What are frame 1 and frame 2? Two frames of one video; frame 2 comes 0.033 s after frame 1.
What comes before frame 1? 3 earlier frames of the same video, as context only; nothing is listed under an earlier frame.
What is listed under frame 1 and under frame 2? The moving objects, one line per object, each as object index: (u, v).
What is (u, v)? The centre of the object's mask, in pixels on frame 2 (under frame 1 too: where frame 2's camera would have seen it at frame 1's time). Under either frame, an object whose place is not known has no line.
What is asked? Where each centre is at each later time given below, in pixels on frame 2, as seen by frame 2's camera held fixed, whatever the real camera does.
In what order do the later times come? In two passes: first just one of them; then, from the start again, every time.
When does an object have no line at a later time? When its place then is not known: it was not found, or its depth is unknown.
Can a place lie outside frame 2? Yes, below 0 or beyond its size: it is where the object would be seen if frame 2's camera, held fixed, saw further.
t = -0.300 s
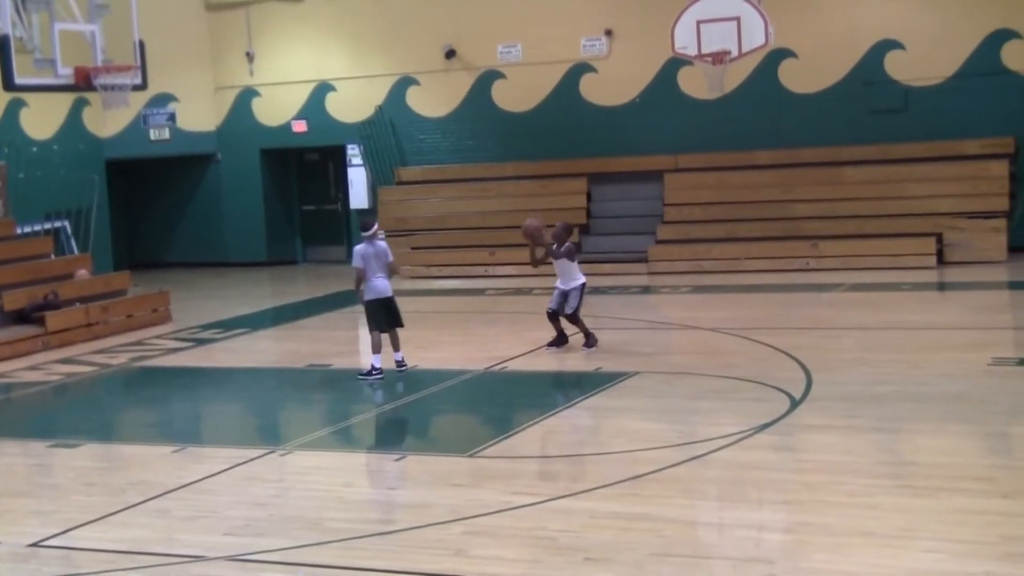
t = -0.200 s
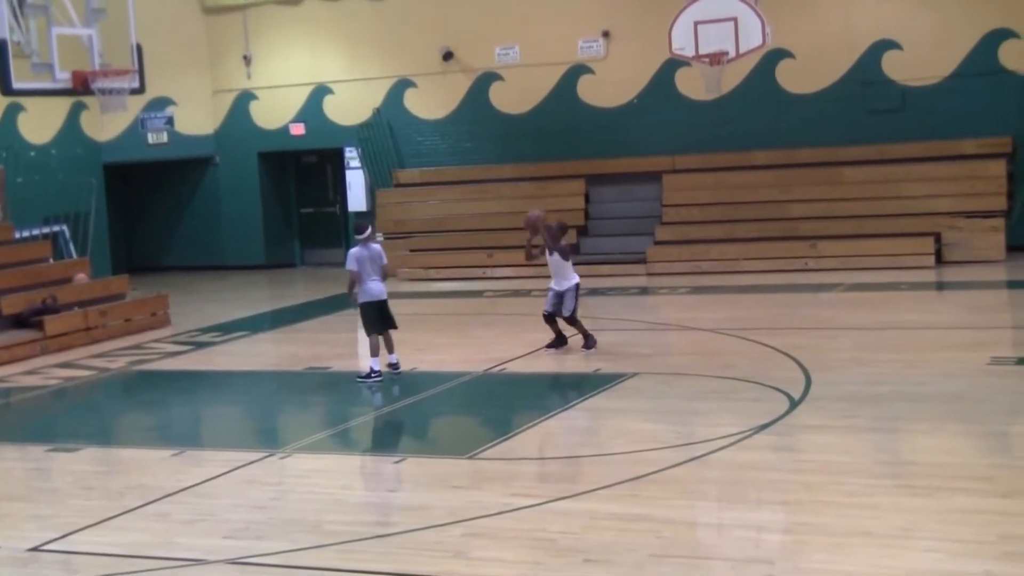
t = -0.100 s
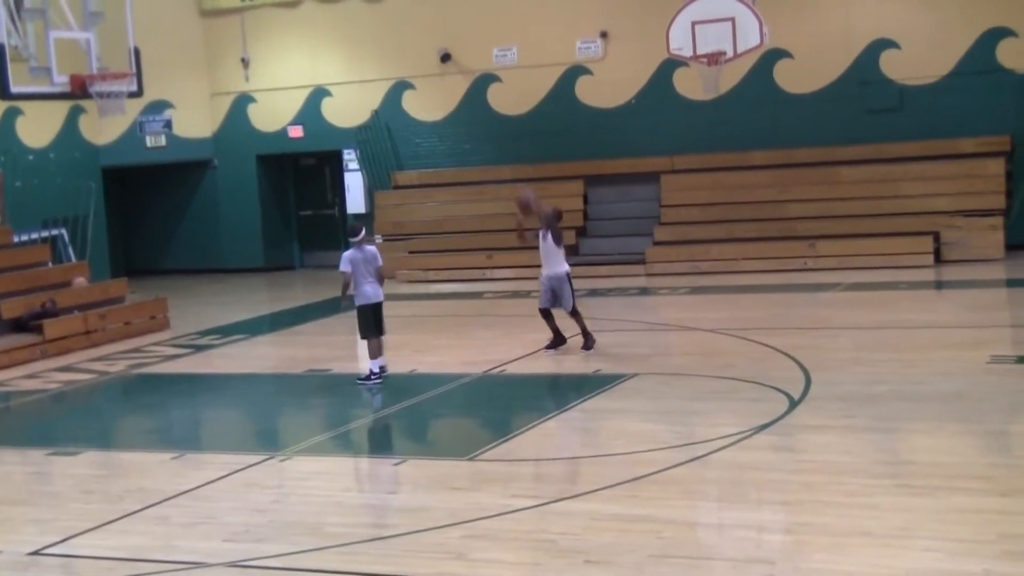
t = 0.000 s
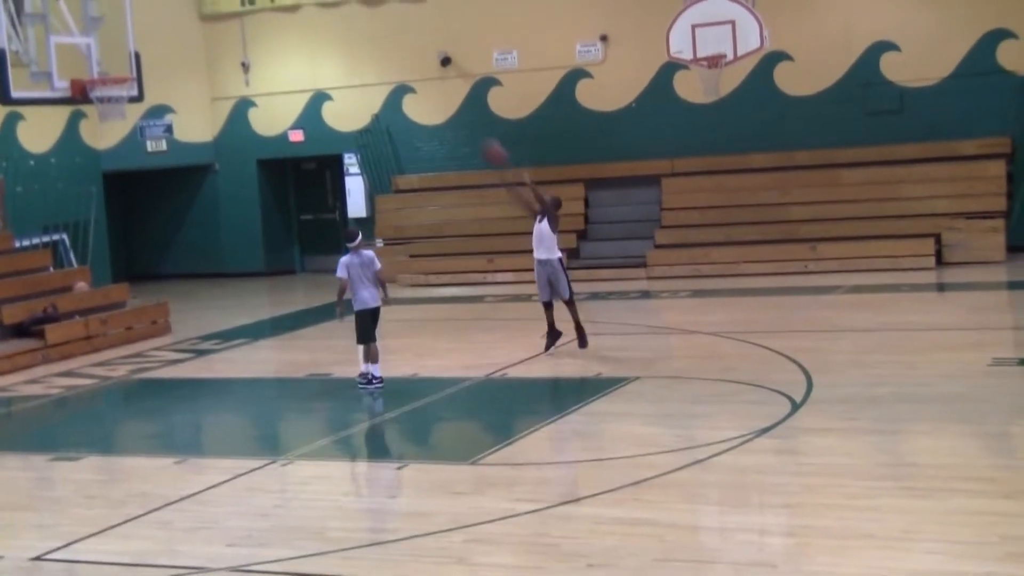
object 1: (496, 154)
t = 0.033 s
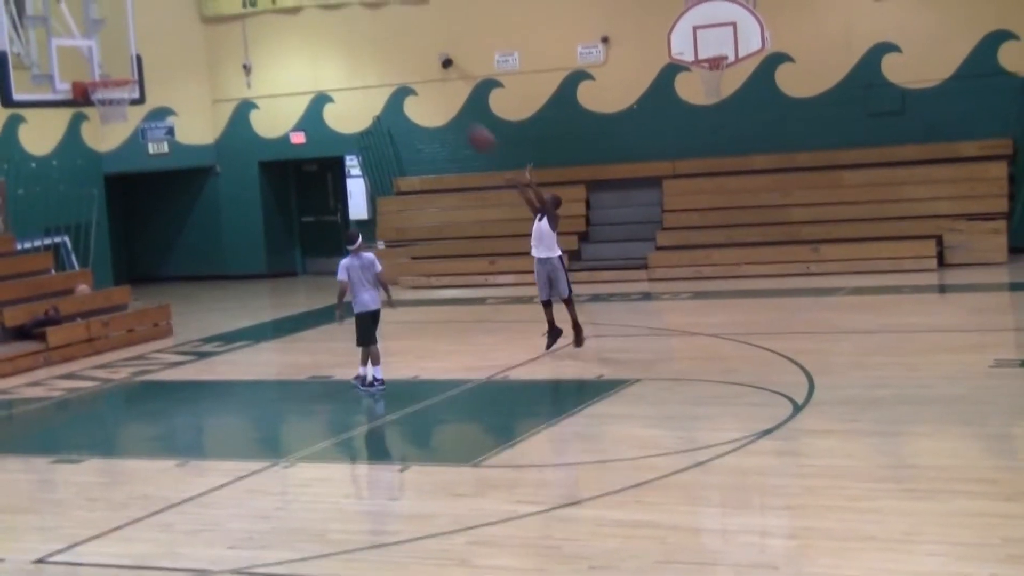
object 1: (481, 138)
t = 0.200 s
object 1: (408, 69)
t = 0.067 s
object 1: (468, 123)
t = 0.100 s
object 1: (450, 108)
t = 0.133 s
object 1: (438, 96)
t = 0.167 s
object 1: (423, 81)
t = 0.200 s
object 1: (408, 69)
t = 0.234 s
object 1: (394, 59)
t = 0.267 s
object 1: (380, 49)
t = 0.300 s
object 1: (365, 40)
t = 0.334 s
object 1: (351, 32)
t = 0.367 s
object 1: (337, 26)
